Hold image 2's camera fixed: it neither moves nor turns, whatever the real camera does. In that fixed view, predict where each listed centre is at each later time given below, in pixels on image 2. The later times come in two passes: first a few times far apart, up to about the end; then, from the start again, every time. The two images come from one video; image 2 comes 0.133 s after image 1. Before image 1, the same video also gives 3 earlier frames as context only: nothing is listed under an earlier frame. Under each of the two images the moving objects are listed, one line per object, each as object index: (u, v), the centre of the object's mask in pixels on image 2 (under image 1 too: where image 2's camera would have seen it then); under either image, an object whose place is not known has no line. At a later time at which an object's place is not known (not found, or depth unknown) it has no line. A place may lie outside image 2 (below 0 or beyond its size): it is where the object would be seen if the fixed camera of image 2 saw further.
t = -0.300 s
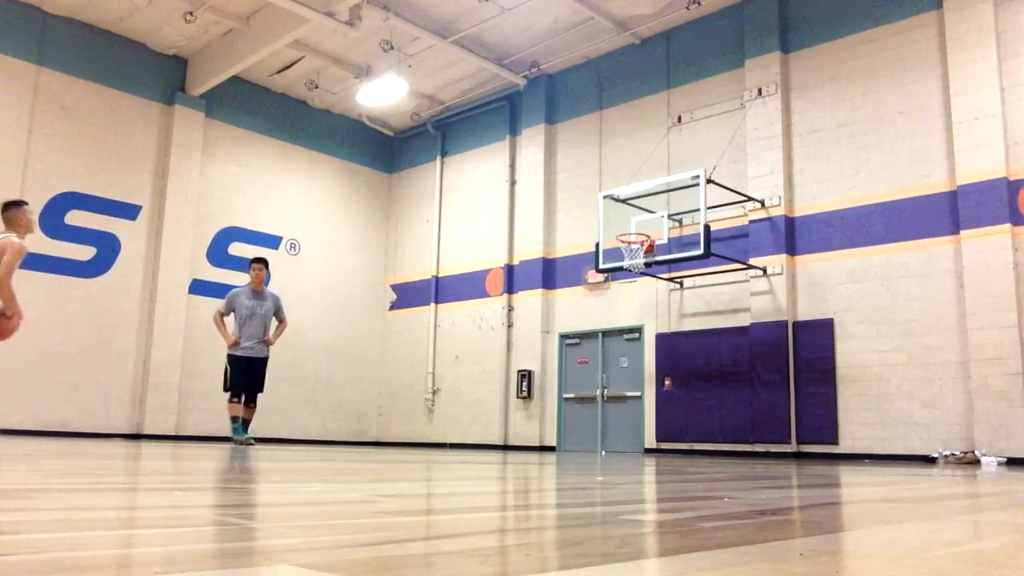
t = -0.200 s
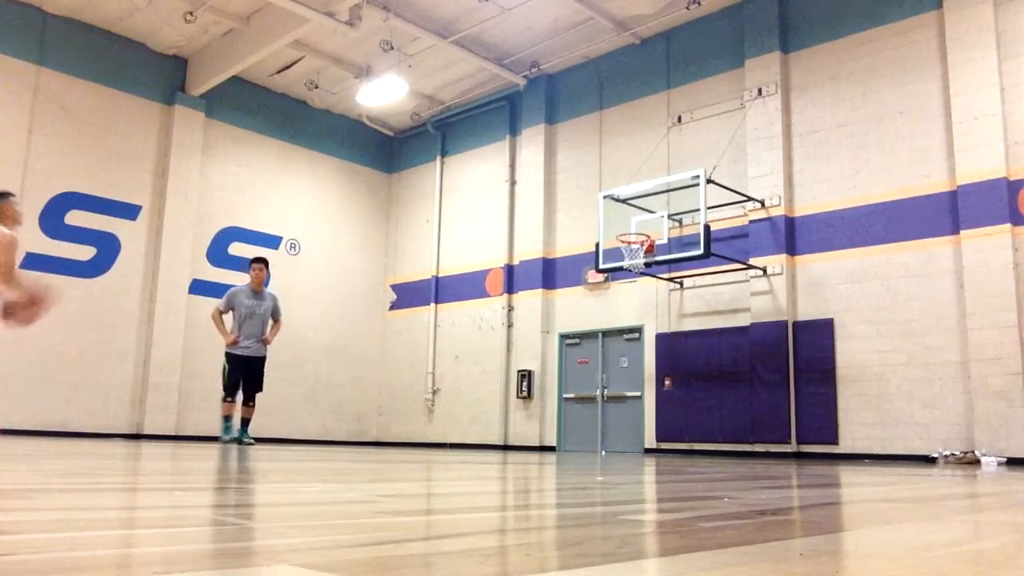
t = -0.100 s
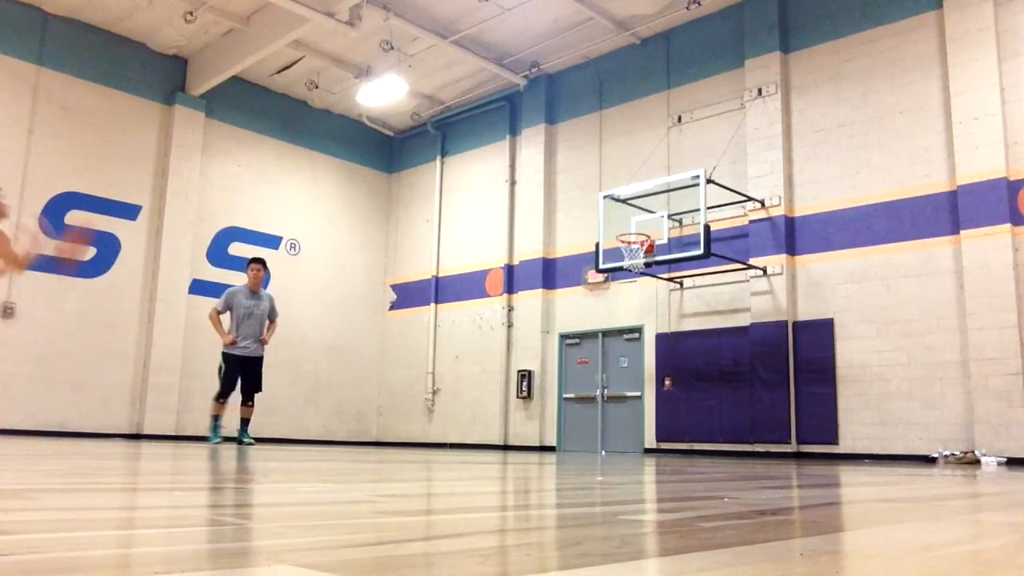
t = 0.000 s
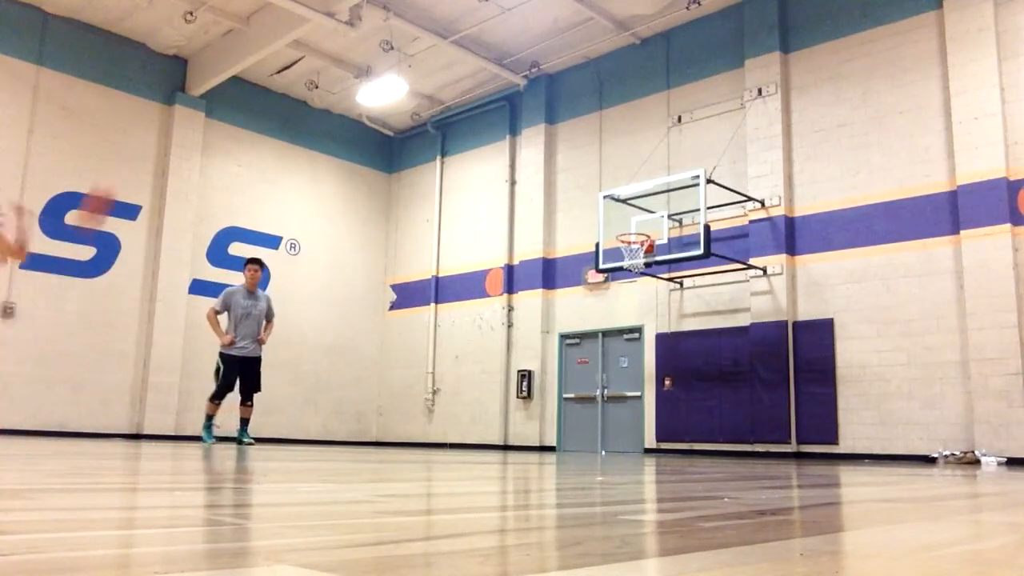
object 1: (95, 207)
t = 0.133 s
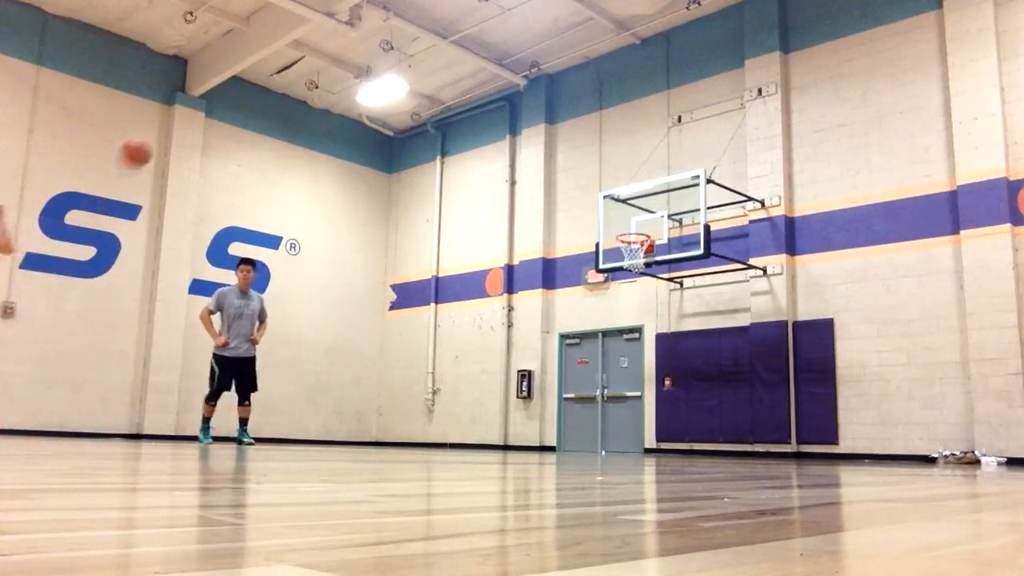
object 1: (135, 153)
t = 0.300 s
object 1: (174, 125)
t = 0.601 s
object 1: (226, 151)
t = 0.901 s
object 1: (266, 258)
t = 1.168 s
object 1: (294, 422)
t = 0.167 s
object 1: (143, 144)
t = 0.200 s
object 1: (152, 138)
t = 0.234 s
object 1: (160, 131)
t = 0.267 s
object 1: (167, 127)
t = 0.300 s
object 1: (174, 125)
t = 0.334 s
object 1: (182, 123)
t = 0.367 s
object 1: (188, 122)
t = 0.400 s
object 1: (195, 123)
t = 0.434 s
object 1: (200, 126)
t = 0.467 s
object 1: (206, 129)
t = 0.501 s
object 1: (212, 134)
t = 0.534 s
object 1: (218, 141)
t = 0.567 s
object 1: (223, 148)
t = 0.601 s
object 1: (226, 151)
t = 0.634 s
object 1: (229, 156)
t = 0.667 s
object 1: (234, 166)
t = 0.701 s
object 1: (239, 176)
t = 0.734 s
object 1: (244, 188)
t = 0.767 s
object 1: (248, 199)
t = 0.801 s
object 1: (253, 213)
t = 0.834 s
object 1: (257, 227)
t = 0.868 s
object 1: (261, 242)
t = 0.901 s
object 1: (266, 258)
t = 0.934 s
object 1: (269, 273)
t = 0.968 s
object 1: (274, 291)
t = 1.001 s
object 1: (276, 309)
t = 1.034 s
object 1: (281, 336)
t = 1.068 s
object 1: (284, 358)
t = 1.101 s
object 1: (288, 380)
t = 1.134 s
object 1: (291, 404)
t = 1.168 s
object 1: (294, 422)
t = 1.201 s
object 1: (293, 422)
